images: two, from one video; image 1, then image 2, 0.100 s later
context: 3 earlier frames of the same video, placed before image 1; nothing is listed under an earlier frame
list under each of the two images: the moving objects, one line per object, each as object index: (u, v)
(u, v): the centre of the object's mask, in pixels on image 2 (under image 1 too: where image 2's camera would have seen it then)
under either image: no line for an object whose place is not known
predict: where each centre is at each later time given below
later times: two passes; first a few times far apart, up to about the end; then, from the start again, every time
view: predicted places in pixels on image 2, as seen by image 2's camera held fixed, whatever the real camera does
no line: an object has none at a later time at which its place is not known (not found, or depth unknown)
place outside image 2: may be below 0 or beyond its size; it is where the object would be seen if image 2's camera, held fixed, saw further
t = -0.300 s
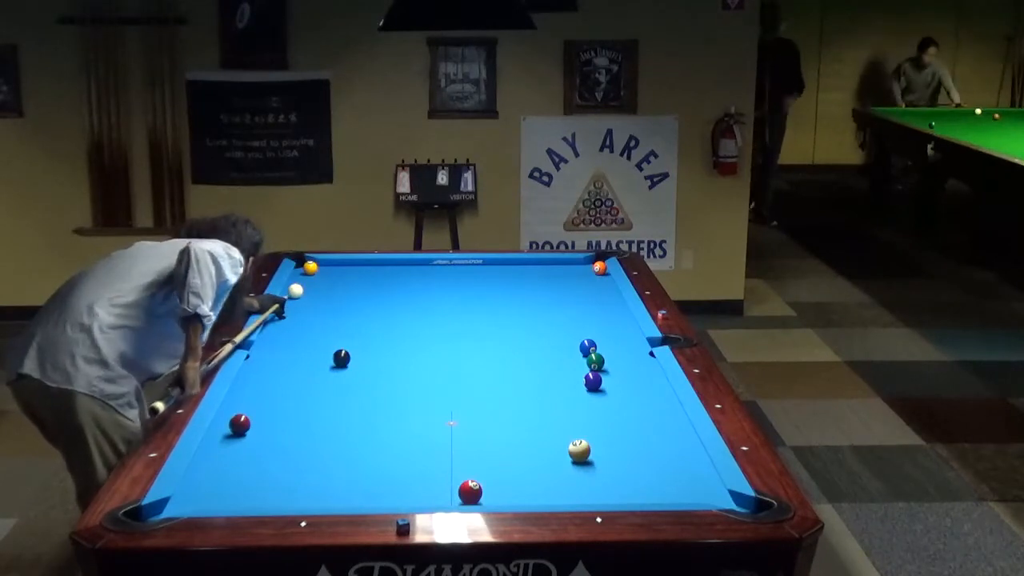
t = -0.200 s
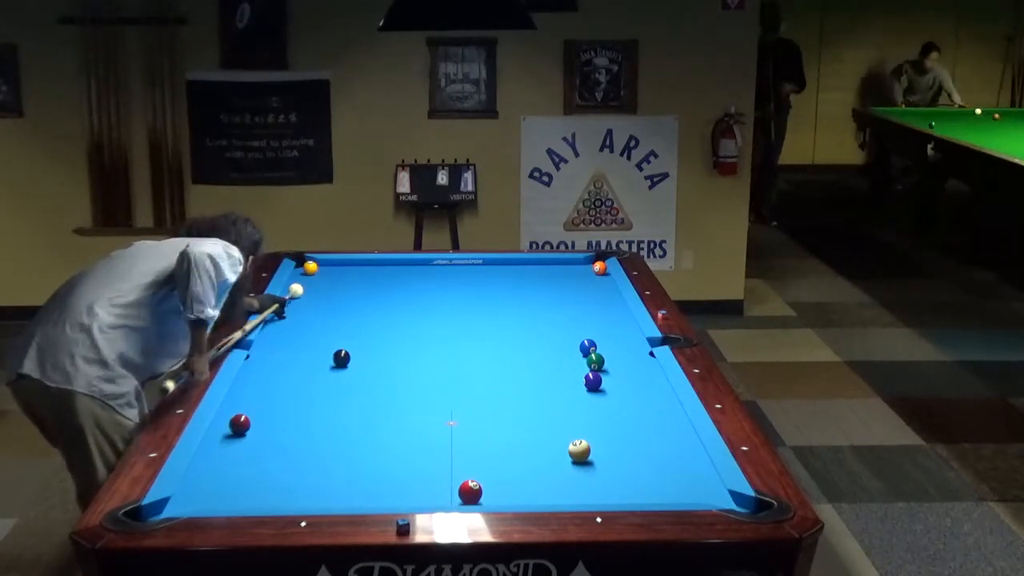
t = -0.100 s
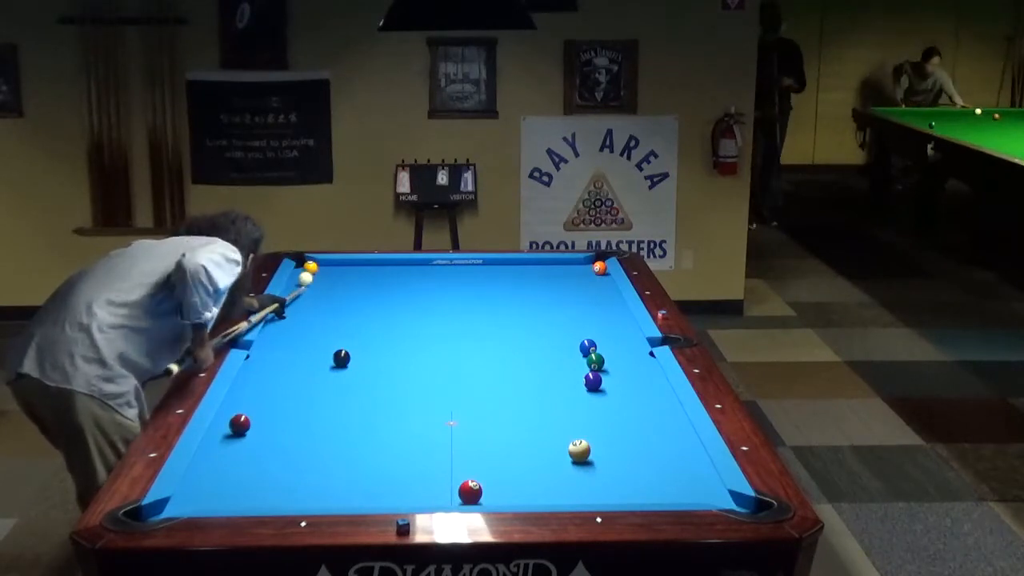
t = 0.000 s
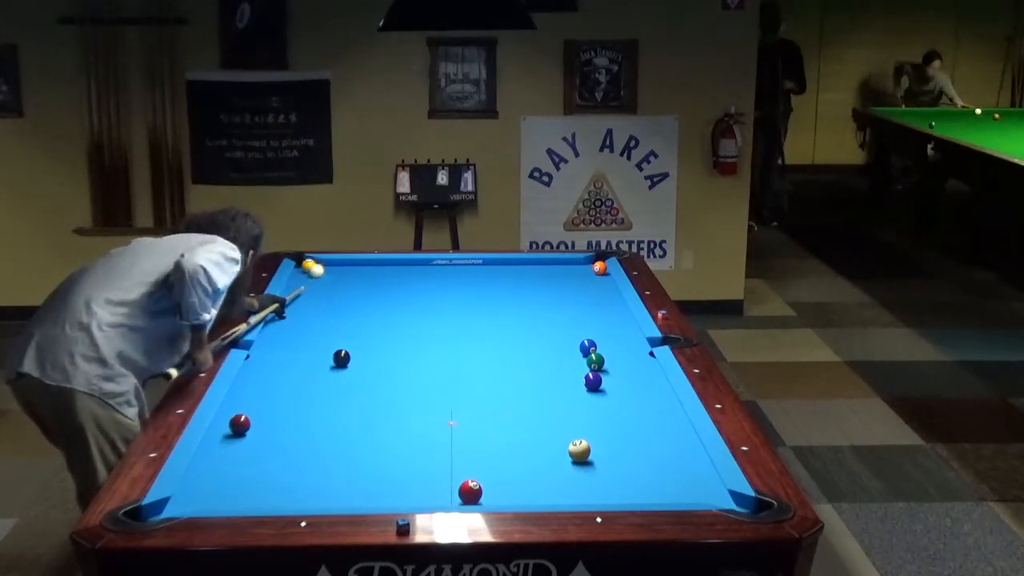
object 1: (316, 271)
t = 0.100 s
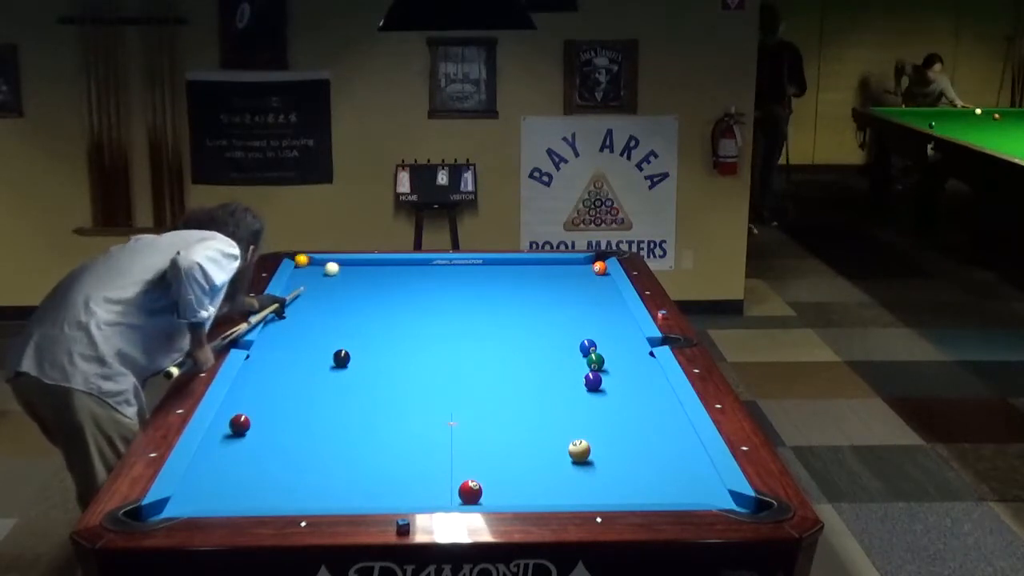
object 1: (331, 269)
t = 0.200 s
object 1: (345, 265)
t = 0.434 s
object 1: (378, 263)
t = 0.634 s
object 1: (408, 267)
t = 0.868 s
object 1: (443, 271)
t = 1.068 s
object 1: (473, 275)
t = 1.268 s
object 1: (504, 278)
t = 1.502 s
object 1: (538, 282)
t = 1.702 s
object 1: (569, 286)
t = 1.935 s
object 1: (603, 290)
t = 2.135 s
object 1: (601, 293)
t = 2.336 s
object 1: (584, 296)
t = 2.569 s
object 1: (566, 300)
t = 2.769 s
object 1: (550, 304)
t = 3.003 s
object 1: (532, 307)
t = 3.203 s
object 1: (518, 310)
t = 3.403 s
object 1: (503, 313)
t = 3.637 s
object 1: (487, 317)
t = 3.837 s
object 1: (473, 320)
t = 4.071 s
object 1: (458, 323)
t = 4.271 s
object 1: (445, 325)
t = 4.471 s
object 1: (433, 328)
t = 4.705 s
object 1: (420, 331)
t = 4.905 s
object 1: (409, 333)
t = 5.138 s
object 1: (397, 336)
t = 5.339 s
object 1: (388, 337)
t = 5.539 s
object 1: (379, 340)
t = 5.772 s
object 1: (369, 342)
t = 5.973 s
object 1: (362, 343)
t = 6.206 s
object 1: (354, 345)
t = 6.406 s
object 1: (349, 345)
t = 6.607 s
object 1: (344, 345)
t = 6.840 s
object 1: (338, 346)
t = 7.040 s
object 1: (333, 348)
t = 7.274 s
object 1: (331, 349)
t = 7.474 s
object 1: (329, 350)
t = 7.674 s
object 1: (328, 350)
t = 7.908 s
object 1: (328, 351)
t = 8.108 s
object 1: (328, 351)
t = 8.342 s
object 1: (328, 351)
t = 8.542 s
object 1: (328, 351)
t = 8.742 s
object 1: (328, 351)
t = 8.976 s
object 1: (328, 351)
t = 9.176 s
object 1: (328, 351)
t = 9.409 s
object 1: (328, 351)
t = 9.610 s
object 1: (328, 351)
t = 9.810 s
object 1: (328, 351)
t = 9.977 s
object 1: (328, 351)
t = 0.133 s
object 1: (336, 268)
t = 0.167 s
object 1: (340, 267)
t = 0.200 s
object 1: (345, 265)
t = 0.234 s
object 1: (349, 264)
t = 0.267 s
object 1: (354, 264)
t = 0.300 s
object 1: (358, 263)
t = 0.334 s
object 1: (363, 262)
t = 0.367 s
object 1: (368, 262)
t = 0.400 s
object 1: (373, 263)
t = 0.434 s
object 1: (378, 263)
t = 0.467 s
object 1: (383, 264)
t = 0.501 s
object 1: (388, 264)
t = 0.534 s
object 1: (393, 265)
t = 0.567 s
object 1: (398, 265)
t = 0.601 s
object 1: (403, 266)
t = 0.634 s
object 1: (408, 267)
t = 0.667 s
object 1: (413, 267)
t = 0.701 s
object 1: (418, 268)
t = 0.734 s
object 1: (423, 268)
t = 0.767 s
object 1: (428, 269)
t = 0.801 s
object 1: (433, 270)
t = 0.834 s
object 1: (438, 270)
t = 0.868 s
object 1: (443, 271)
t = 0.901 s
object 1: (448, 271)
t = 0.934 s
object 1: (453, 272)
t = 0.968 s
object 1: (458, 273)
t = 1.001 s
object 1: (463, 274)
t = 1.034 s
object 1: (468, 274)
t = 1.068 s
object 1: (473, 275)
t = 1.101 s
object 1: (479, 275)
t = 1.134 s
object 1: (483, 276)
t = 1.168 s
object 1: (488, 276)
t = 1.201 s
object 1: (493, 277)
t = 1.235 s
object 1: (498, 277)
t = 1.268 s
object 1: (504, 278)
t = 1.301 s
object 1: (509, 279)
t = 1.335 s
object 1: (514, 279)
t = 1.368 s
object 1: (519, 280)
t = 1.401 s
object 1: (524, 280)
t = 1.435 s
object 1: (528, 281)
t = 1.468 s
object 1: (533, 282)
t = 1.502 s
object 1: (538, 282)
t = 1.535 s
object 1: (544, 283)
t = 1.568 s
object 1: (549, 284)
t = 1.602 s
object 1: (554, 284)
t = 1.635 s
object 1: (559, 285)
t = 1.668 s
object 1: (563, 285)
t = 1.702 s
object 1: (569, 286)
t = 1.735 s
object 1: (573, 286)
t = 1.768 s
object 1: (578, 287)
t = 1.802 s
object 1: (583, 288)
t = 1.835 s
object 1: (588, 288)
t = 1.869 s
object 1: (593, 289)
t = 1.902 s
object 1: (598, 289)
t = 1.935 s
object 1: (603, 290)
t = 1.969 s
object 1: (607, 291)
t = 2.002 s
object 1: (612, 291)
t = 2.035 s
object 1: (609, 292)
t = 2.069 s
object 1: (607, 292)
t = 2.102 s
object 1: (604, 293)
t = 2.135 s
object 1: (601, 293)
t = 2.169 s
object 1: (598, 294)
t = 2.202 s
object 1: (595, 295)
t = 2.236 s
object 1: (593, 295)
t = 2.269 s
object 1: (590, 296)
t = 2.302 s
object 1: (587, 296)
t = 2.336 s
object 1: (584, 296)
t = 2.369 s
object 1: (582, 297)
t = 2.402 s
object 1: (579, 298)
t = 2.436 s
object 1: (577, 298)
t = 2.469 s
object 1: (574, 299)
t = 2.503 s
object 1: (571, 299)
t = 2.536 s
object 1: (569, 300)
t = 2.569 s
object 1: (566, 300)
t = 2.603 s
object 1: (563, 301)
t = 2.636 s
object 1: (561, 302)
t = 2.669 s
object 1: (558, 302)
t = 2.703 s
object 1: (555, 302)
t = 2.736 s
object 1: (553, 303)
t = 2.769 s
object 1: (550, 304)
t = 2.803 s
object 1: (548, 304)
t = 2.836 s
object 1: (545, 305)
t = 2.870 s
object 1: (543, 305)
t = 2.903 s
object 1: (540, 306)
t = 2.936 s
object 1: (537, 306)
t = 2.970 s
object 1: (535, 306)
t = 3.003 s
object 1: (532, 307)
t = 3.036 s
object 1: (530, 308)
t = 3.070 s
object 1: (527, 308)
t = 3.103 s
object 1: (525, 309)
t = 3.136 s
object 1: (522, 309)
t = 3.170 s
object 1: (520, 310)
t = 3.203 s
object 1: (518, 310)
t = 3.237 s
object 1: (515, 311)
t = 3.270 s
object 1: (513, 311)
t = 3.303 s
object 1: (510, 312)
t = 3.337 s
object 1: (508, 312)
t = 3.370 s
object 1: (505, 313)
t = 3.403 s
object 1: (503, 313)
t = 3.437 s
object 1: (501, 314)
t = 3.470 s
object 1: (498, 314)
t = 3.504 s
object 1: (496, 315)
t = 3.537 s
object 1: (494, 315)
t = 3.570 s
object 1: (491, 316)
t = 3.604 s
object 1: (489, 316)
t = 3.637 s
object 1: (487, 317)
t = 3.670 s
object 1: (484, 317)
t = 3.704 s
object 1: (482, 318)
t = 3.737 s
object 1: (480, 318)
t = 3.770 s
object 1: (478, 319)
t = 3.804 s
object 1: (475, 319)
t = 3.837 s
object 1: (473, 320)
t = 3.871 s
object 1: (471, 320)
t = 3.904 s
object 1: (469, 321)
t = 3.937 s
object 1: (467, 321)
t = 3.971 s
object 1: (464, 321)
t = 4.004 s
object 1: (462, 322)
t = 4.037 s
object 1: (460, 322)
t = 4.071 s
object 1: (458, 323)
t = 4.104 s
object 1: (456, 323)
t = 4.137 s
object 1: (453, 324)
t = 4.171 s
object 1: (451, 324)
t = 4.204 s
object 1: (449, 325)
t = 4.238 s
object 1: (447, 325)
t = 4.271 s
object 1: (445, 325)
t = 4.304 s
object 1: (443, 326)
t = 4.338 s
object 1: (441, 326)
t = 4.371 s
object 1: (439, 327)
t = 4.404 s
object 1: (437, 327)
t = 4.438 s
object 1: (435, 328)
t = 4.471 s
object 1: (433, 328)
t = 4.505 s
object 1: (431, 328)
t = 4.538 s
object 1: (429, 329)
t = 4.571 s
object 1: (427, 329)
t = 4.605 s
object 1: (425, 330)
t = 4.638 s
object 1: (423, 330)
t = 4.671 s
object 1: (422, 330)
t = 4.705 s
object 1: (420, 331)
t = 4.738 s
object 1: (418, 331)
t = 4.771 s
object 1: (416, 331)
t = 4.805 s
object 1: (414, 332)
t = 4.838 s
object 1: (413, 332)
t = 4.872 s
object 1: (410, 333)
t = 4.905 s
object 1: (409, 333)
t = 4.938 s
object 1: (407, 333)
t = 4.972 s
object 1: (405, 334)
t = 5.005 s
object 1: (404, 334)
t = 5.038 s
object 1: (402, 335)
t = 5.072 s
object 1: (400, 335)
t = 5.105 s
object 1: (399, 335)
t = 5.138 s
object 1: (397, 336)
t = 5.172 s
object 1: (396, 336)
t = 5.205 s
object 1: (394, 336)
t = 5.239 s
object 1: (392, 336)
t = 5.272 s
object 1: (391, 337)
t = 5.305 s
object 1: (389, 337)
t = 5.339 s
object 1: (388, 337)
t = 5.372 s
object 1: (386, 338)
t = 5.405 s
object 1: (385, 338)
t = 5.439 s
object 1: (383, 339)
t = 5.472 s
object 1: (382, 339)
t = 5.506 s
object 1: (381, 339)
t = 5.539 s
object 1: (379, 340)
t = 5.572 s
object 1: (378, 340)
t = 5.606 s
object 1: (376, 340)
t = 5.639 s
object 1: (375, 341)
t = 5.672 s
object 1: (373, 341)
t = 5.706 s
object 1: (372, 341)
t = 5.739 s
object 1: (371, 341)
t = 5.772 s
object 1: (369, 342)
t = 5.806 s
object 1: (368, 342)
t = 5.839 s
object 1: (367, 342)
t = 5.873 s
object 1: (366, 342)
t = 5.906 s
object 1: (364, 343)
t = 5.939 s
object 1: (363, 343)
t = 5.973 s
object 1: (362, 343)
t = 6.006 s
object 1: (361, 343)
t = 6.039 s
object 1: (360, 344)
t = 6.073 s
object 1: (359, 344)
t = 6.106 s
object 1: (357, 344)
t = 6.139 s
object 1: (356, 344)
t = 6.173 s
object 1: (355, 344)
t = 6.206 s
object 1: (354, 345)
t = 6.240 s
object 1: (353, 345)
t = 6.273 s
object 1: (352, 345)
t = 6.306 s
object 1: (351, 345)
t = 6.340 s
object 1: (351, 345)
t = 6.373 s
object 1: (350, 345)
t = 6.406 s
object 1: (349, 345)
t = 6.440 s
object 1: (348, 345)
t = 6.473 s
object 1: (347, 345)
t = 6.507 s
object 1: (346, 345)
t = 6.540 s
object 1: (345, 345)
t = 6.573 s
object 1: (345, 345)
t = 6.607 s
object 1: (344, 345)
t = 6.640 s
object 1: (343, 345)
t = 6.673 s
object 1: (342, 345)
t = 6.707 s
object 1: (341, 345)
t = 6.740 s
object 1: (340, 345)
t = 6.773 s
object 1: (340, 345)
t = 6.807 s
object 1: (339, 345)
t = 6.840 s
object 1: (338, 346)
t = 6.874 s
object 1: (337, 346)
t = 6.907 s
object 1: (336, 346)
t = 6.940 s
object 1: (335, 346)
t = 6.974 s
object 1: (335, 347)
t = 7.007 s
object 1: (334, 347)
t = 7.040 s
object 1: (333, 348)
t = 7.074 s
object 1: (333, 348)
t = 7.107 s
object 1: (332, 348)
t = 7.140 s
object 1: (332, 348)
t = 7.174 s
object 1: (331, 349)
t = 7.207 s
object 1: (331, 349)
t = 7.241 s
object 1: (331, 349)
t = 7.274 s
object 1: (331, 349)
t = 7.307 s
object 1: (330, 349)
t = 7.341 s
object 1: (330, 349)
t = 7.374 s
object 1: (330, 350)
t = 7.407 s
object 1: (329, 350)
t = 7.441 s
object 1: (329, 350)
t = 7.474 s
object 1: (329, 350)
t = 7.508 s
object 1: (329, 350)
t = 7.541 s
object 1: (329, 350)
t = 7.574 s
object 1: (329, 350)
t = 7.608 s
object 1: (329, 350)
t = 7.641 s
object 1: (328, 350)
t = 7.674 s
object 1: (328, 350)
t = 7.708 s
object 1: (328, 351)
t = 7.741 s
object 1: (328, 351)
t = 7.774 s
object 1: (328, 351)
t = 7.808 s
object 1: (328, 351)
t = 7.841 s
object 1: (328, 351)
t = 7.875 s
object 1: (328, 351)
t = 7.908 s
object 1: (328, 351)
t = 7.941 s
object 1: (328, 351)
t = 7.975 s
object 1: (328, 351)
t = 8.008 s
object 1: (328, 351)
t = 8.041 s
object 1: (328, 351)
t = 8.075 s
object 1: (328, 351)
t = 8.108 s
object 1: (328, 351)
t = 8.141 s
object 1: (328, 351)
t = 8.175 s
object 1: (328, 351)
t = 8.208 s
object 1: (328, 351)
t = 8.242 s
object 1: (328, 351)
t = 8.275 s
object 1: (328, 351)
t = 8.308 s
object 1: (328, 351)
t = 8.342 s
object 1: (328, 351)
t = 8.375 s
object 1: (328, 351)
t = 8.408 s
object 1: (328, 351)
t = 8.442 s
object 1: (328, 351)
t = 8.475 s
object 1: (328, 351)
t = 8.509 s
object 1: (328, 351)
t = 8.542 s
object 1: (328, 351)
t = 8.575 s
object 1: (328, 351)
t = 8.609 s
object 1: (328, 351)
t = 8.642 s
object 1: (328, 351)
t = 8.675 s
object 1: (328, 351)
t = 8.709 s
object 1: (328, 351)
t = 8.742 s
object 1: (328, 351)
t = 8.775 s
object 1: (328, 351)
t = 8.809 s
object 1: (328, 351)
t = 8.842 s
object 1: (328, 351)
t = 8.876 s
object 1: (328, 351)
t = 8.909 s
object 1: (328, 351)
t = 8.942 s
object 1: (328, 351)
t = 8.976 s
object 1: (328, 351)
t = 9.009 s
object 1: (328, 351)
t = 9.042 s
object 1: (328, 351)
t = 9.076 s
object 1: (328, 351)
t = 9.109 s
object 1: (328, 351)
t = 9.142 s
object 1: (328, 351)
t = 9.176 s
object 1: (328, 351)
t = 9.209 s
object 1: (328, 351)
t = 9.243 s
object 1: (328, 351)
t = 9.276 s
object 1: (328, 351)
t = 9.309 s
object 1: (328, 351)
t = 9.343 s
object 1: (328, 351)
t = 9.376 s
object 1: (328, 351)
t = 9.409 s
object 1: (328, 351)
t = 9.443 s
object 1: (328, 351)
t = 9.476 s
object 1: (328, 351)
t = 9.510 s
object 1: (328, 351)
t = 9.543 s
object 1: (328, 351)
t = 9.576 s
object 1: (328, 351)
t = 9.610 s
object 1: (328, 351)
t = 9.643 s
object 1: (328, 351)
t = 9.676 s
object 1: (328, 351)
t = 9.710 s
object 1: (328, 351)
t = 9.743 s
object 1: (328, 351)
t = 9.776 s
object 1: (328, 351)
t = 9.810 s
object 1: (328, 351)
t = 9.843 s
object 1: (328, 351)
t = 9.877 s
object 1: (328, 351)
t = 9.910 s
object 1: (328, 351)
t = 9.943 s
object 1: (328, 351)
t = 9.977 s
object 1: (328, 351)
